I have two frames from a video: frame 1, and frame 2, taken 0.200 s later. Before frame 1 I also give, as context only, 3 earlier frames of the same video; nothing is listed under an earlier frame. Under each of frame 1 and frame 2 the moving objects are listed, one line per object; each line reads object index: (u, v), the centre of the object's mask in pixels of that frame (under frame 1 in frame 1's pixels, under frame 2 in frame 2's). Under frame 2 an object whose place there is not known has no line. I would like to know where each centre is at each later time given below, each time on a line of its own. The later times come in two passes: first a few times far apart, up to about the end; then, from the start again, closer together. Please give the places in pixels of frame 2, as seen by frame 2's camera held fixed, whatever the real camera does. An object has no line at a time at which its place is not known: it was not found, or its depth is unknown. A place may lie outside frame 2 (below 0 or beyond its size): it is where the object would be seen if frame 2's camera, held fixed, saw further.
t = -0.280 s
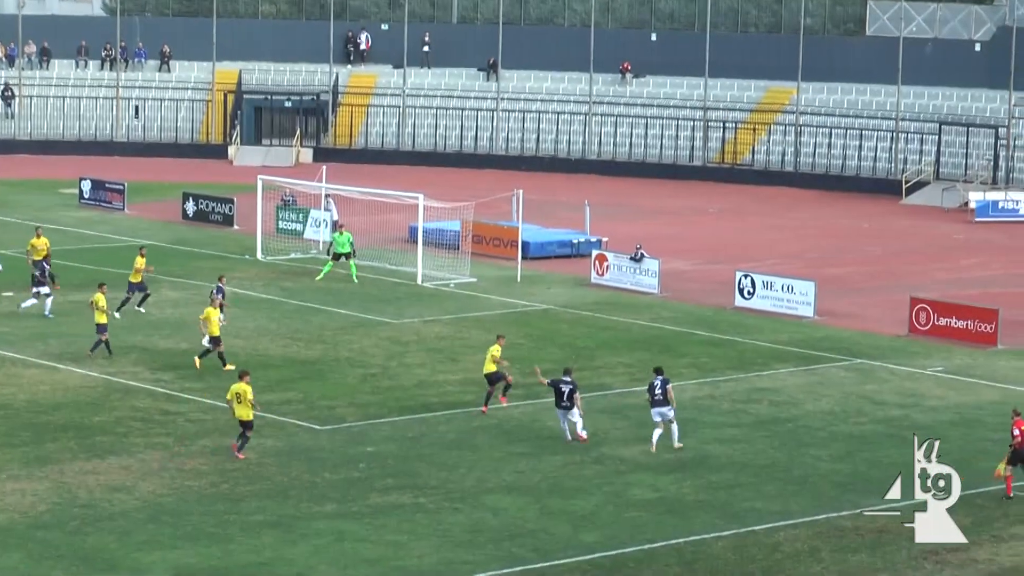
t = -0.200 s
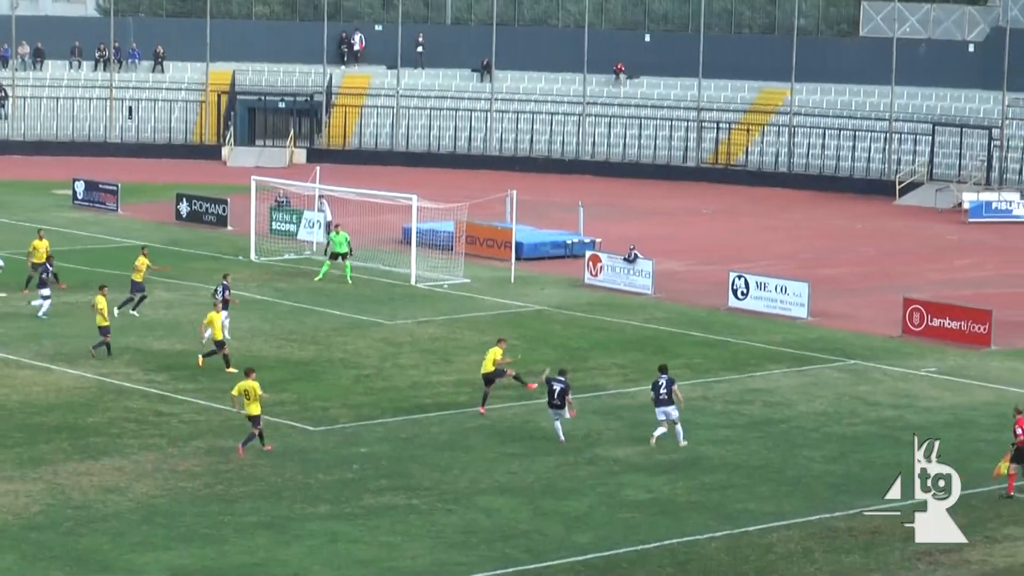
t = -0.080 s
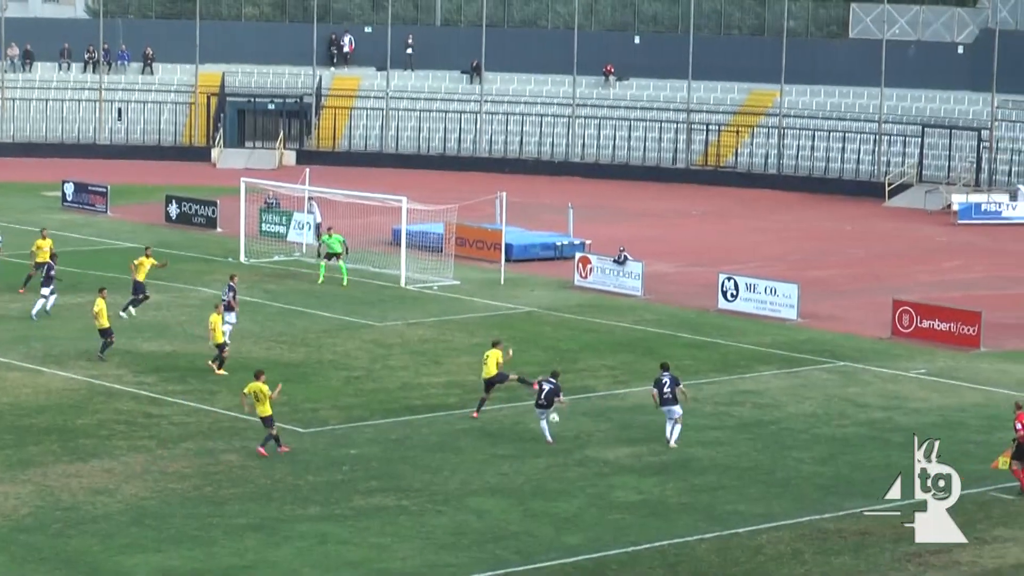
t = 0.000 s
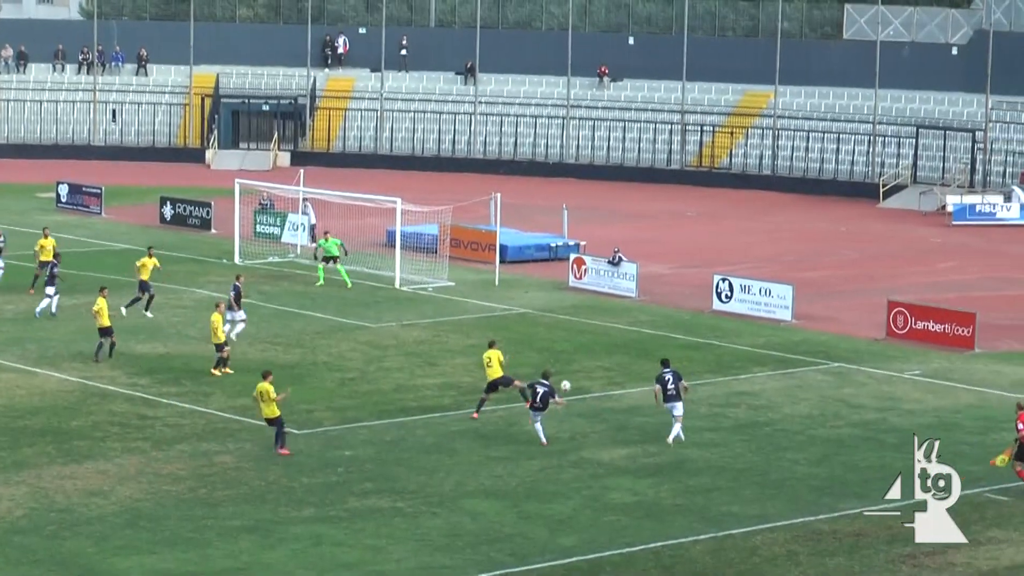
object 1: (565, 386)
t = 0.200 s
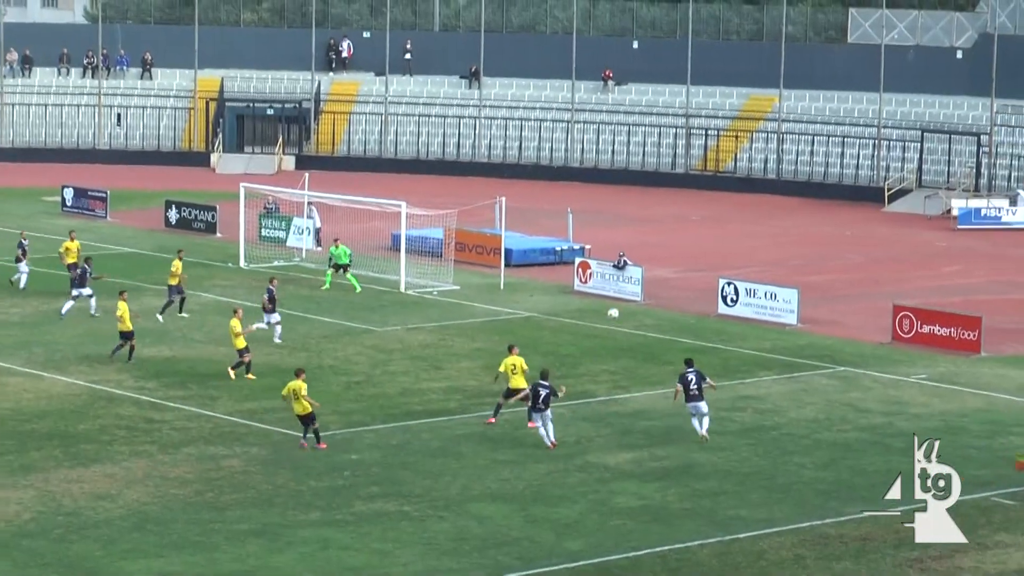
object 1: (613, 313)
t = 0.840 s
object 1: (751, 207)
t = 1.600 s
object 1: (885, 333)
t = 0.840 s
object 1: (751, 207)
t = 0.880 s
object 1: (759, 206)
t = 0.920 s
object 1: (767, 206)
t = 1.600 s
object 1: (885, 333)
